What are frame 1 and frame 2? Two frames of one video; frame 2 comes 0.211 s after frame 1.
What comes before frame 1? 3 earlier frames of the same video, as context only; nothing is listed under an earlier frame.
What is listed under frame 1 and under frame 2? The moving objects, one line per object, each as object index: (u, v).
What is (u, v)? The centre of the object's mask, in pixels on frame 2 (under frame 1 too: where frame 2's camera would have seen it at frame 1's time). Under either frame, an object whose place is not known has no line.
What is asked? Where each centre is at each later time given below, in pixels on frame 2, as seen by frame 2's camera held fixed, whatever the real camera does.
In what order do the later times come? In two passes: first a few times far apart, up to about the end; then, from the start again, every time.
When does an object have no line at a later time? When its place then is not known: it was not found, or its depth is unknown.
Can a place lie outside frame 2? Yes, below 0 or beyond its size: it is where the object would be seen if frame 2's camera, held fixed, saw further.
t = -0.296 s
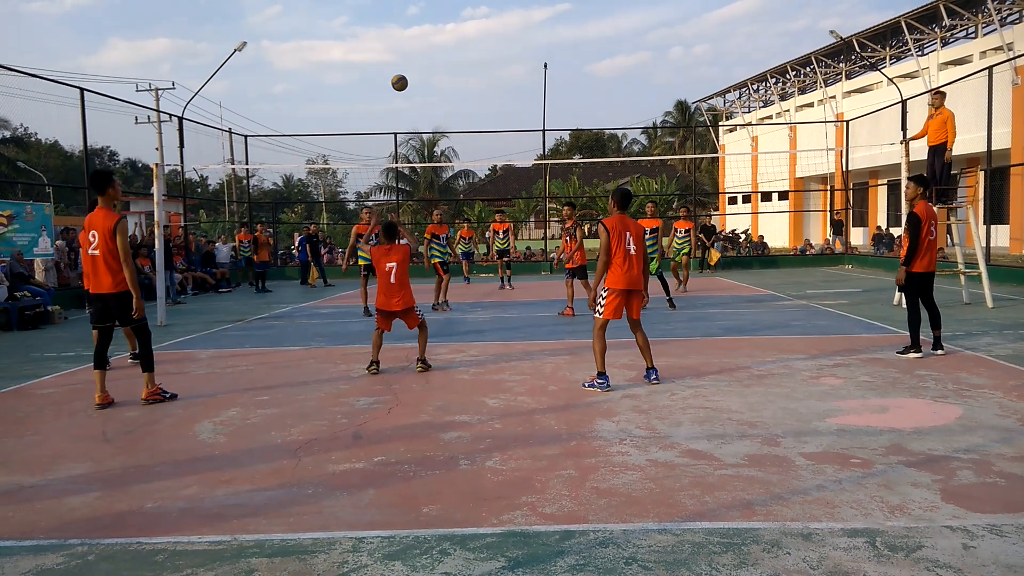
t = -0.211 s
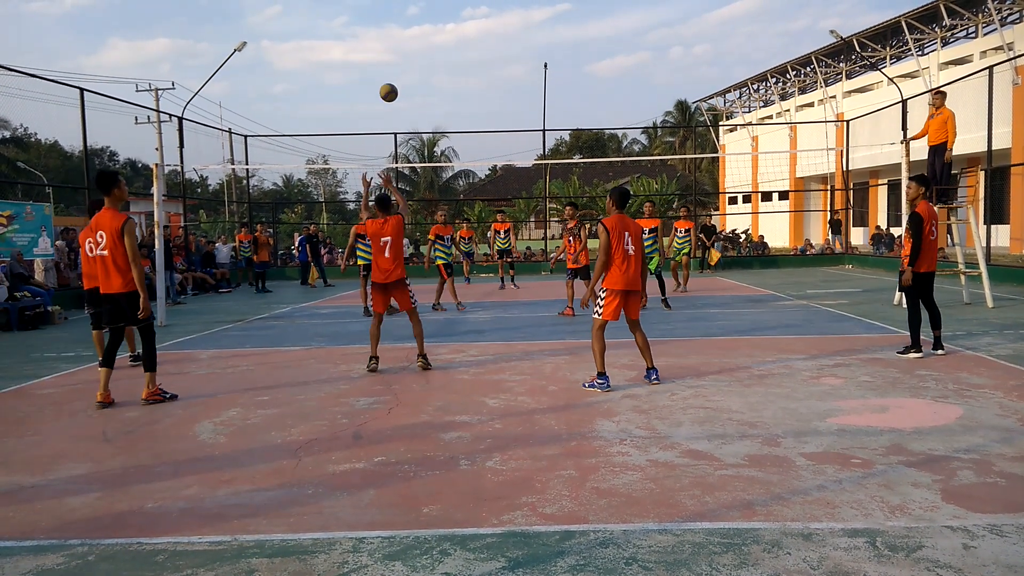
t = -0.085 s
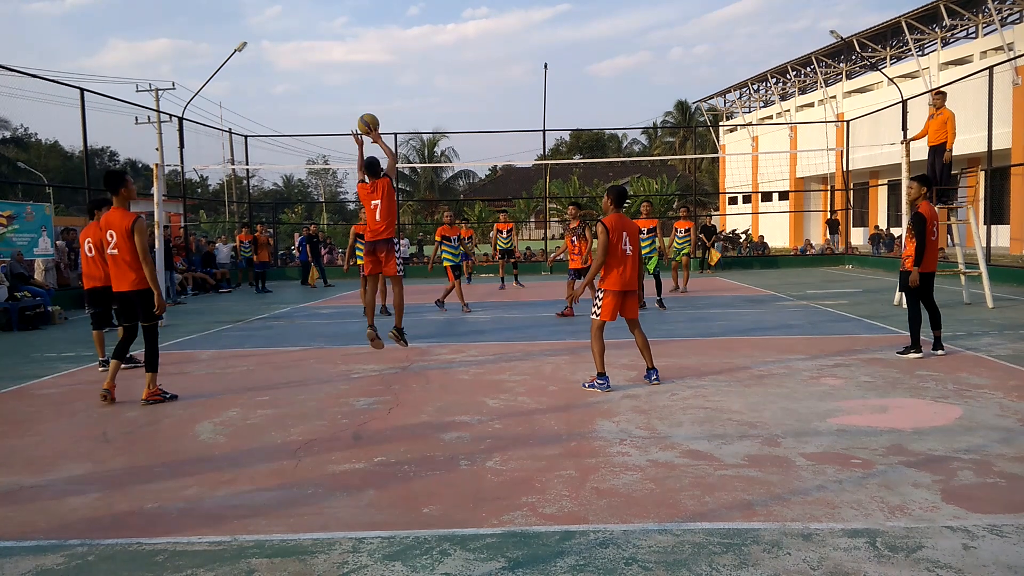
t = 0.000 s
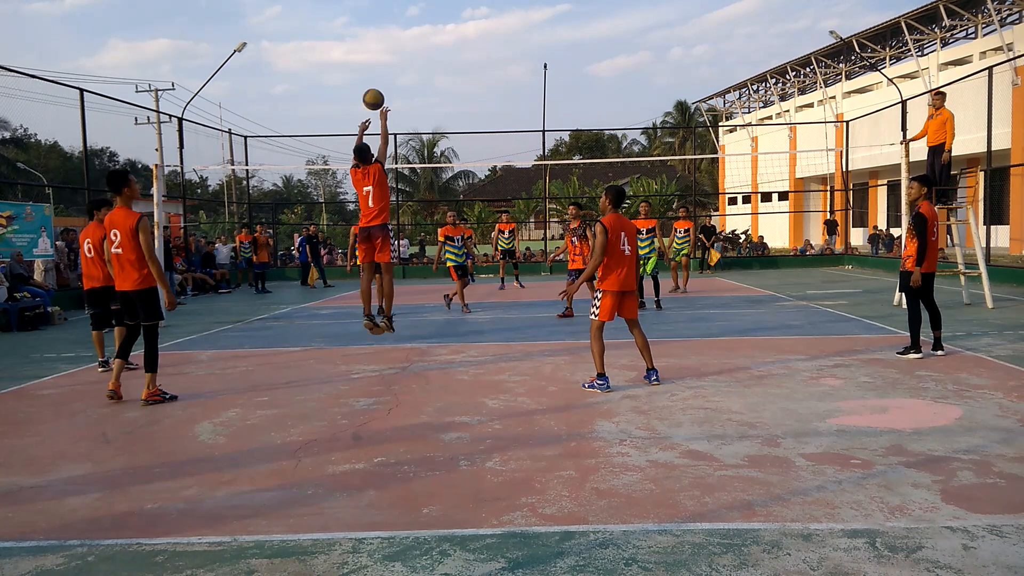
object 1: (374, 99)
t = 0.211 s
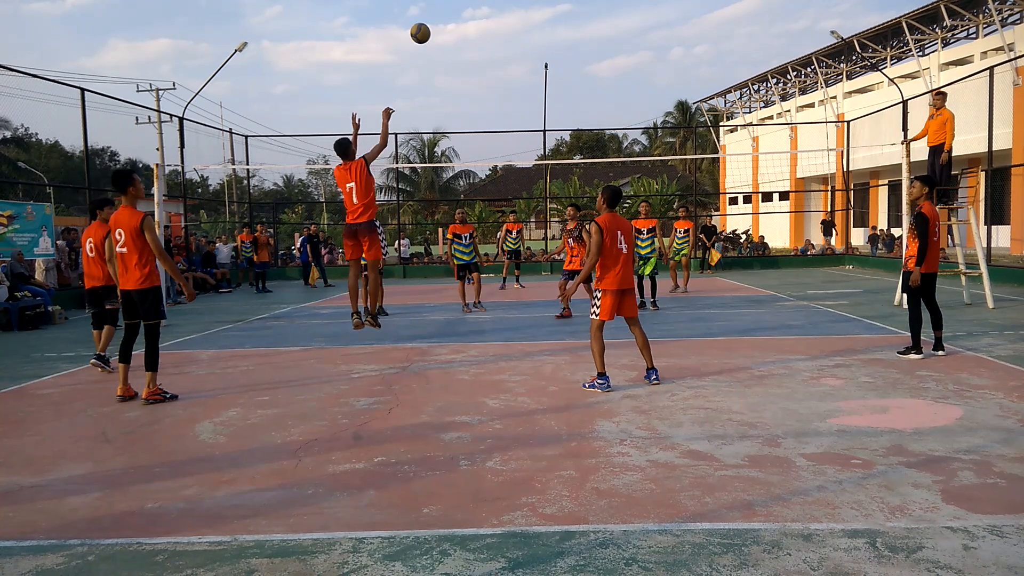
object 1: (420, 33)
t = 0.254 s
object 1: (428, 26)
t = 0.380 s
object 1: (453, 14)
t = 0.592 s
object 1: (489, 26)
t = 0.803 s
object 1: (521, 72)
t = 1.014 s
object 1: (549, 144)
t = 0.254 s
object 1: (428, 26)
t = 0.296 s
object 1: (437, 20)
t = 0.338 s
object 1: (445, 16)
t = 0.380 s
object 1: (453, 14)
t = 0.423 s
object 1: (460, 14)
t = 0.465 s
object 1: (468, 15)
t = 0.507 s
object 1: (475, 17)
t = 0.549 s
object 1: (482, 21)
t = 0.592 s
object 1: (489, 26)
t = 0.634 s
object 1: (495, 33)
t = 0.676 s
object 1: (502, 41)
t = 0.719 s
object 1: (508, 50)
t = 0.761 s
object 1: (515, 60)
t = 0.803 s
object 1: (521, 72)
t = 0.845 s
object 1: (527, 84)
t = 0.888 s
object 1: (533, 98)
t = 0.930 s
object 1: (539, 112)
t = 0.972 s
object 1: (544, 127)
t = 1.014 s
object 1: (549, 144)
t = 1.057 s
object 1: (555, 160)
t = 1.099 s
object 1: (561, 178)
